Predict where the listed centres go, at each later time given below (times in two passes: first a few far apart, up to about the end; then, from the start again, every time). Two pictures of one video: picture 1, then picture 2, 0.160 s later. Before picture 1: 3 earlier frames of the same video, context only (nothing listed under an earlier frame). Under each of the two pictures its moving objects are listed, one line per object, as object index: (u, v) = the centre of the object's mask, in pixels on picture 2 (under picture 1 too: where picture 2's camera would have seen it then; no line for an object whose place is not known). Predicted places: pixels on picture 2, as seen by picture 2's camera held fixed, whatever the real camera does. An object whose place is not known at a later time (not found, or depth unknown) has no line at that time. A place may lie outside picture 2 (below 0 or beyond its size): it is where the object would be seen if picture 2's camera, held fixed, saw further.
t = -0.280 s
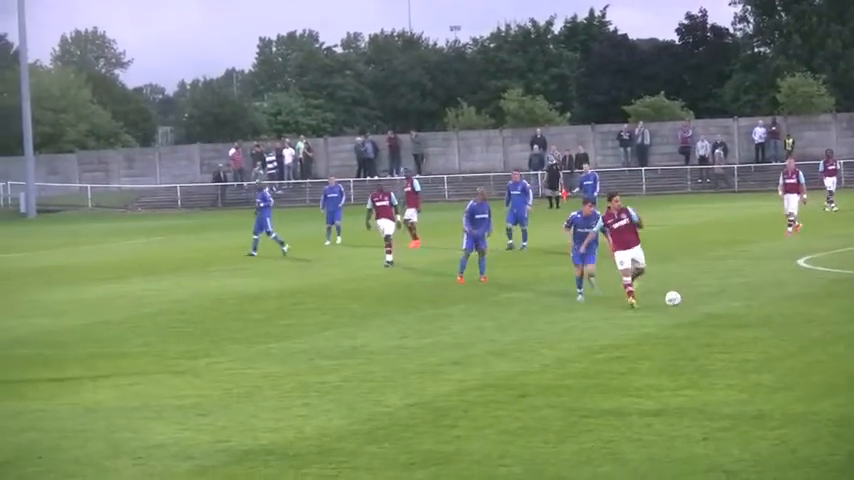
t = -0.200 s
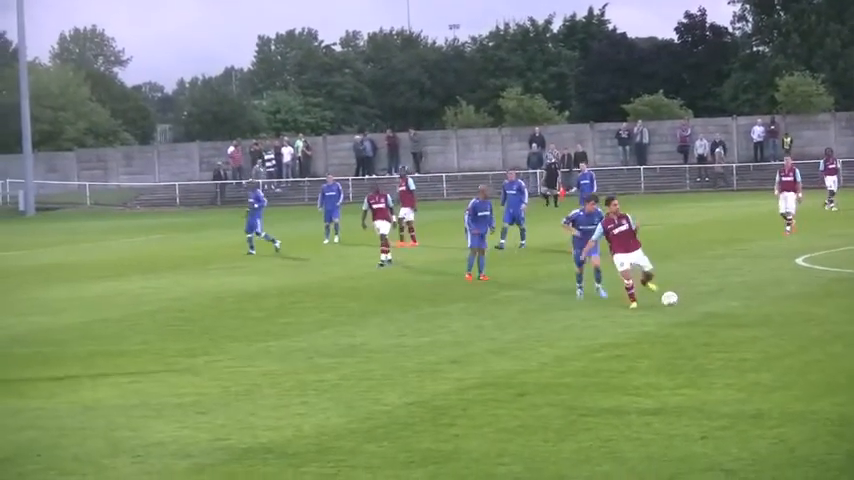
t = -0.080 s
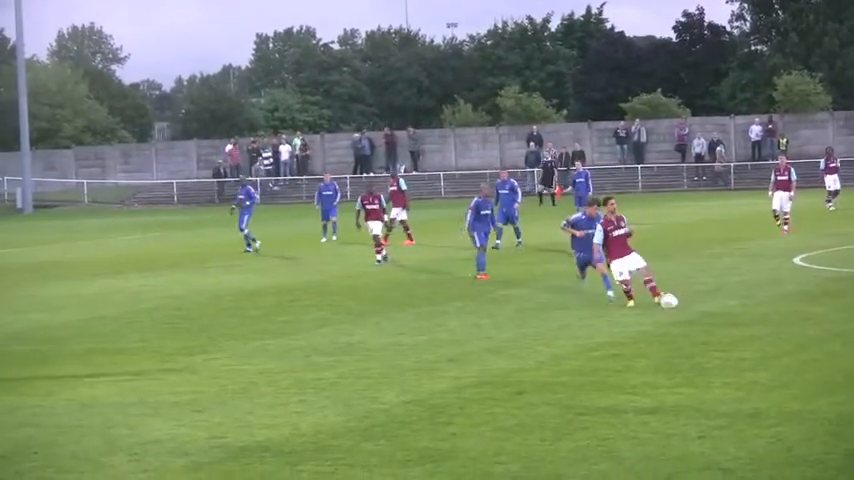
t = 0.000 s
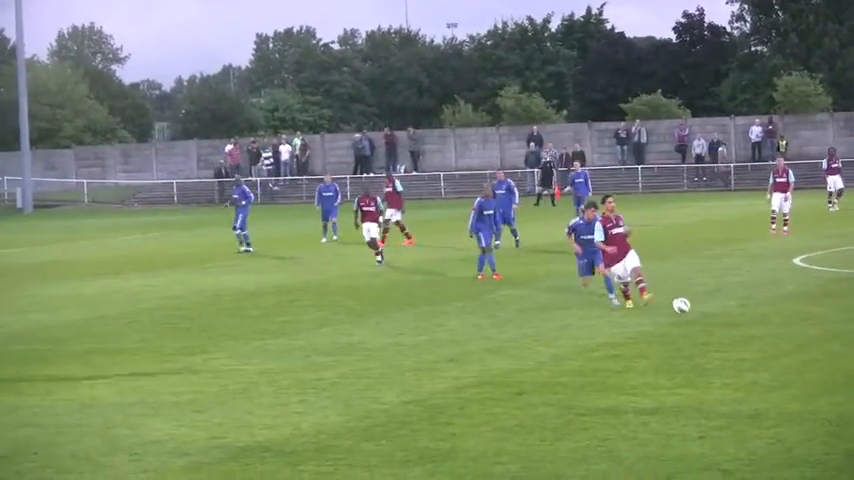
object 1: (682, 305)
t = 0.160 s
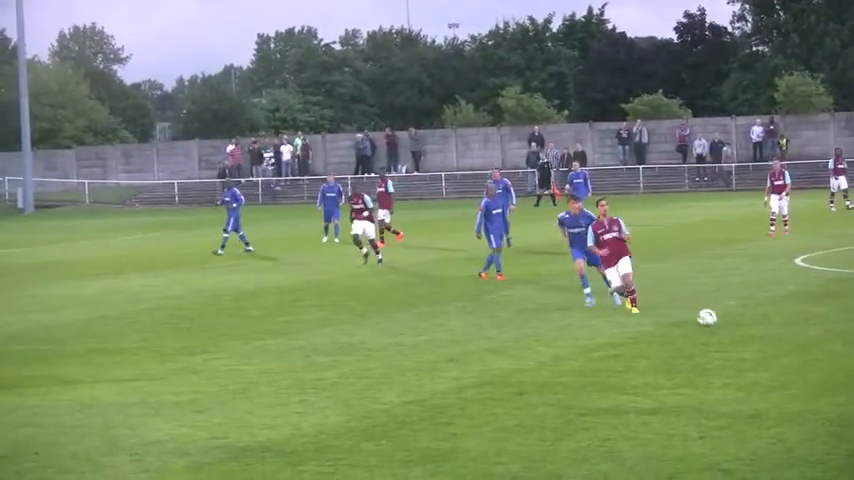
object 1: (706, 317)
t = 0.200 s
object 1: (713, 319)
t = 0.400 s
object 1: (743, 334)
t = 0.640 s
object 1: (778, 356)
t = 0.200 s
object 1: (713, 319)
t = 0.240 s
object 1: (719, 324)
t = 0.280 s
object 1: (725, 327)
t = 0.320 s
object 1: (731, 329)
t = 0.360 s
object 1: (738, 330)
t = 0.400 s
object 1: (743, 334)
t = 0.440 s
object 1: (749, 339)
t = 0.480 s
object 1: (755, 344)
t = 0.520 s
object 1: (761, 345)
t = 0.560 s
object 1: (766, 347)
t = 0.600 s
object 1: (772, 351)
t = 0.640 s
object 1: (778, 356)
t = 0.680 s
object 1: (784, 361)
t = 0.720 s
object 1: (789, 361)
